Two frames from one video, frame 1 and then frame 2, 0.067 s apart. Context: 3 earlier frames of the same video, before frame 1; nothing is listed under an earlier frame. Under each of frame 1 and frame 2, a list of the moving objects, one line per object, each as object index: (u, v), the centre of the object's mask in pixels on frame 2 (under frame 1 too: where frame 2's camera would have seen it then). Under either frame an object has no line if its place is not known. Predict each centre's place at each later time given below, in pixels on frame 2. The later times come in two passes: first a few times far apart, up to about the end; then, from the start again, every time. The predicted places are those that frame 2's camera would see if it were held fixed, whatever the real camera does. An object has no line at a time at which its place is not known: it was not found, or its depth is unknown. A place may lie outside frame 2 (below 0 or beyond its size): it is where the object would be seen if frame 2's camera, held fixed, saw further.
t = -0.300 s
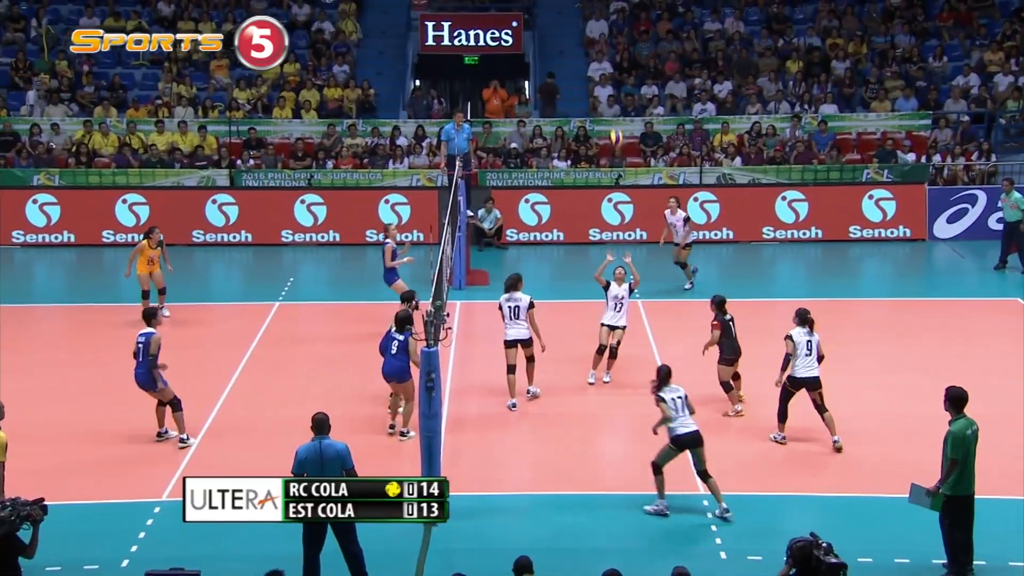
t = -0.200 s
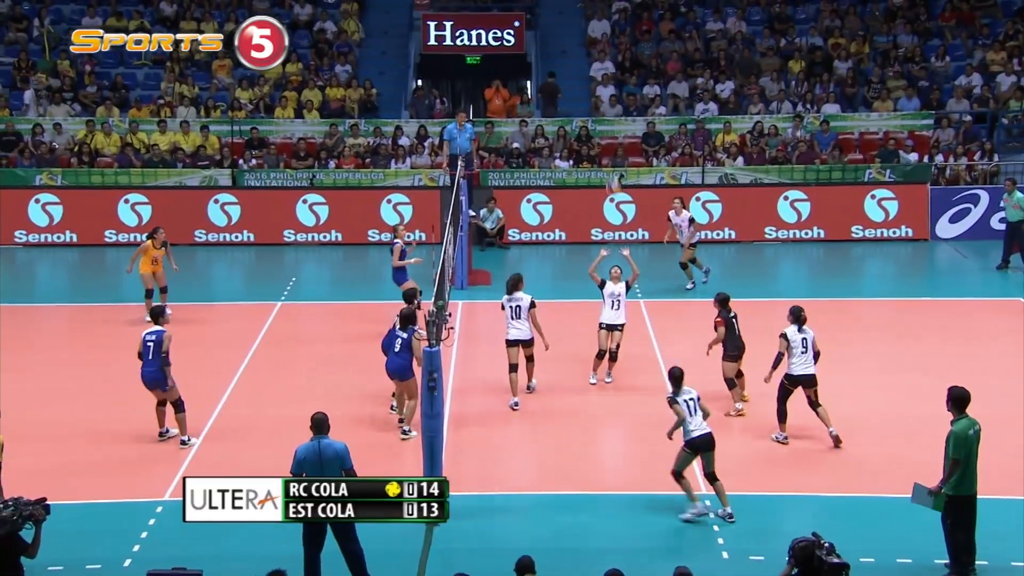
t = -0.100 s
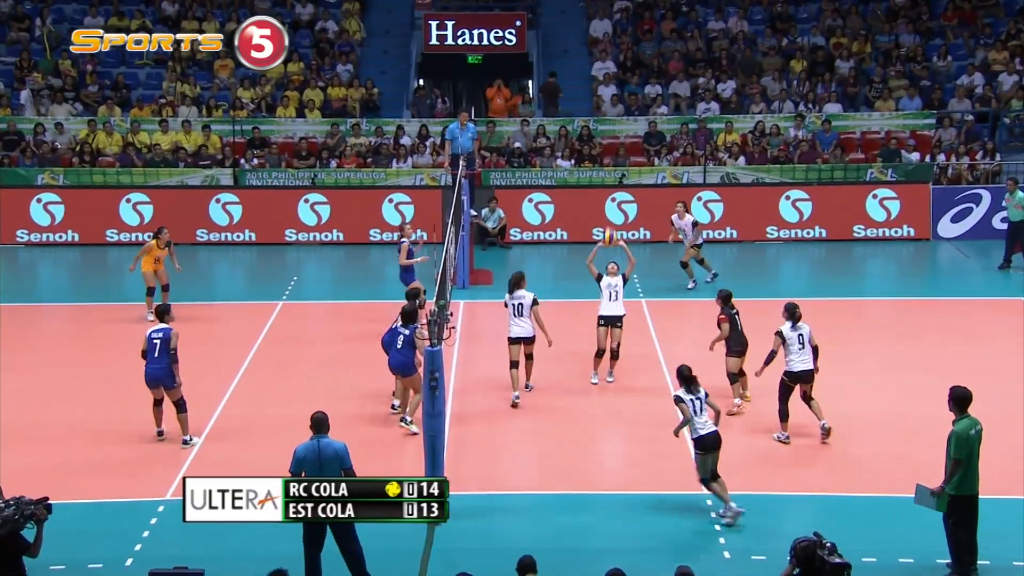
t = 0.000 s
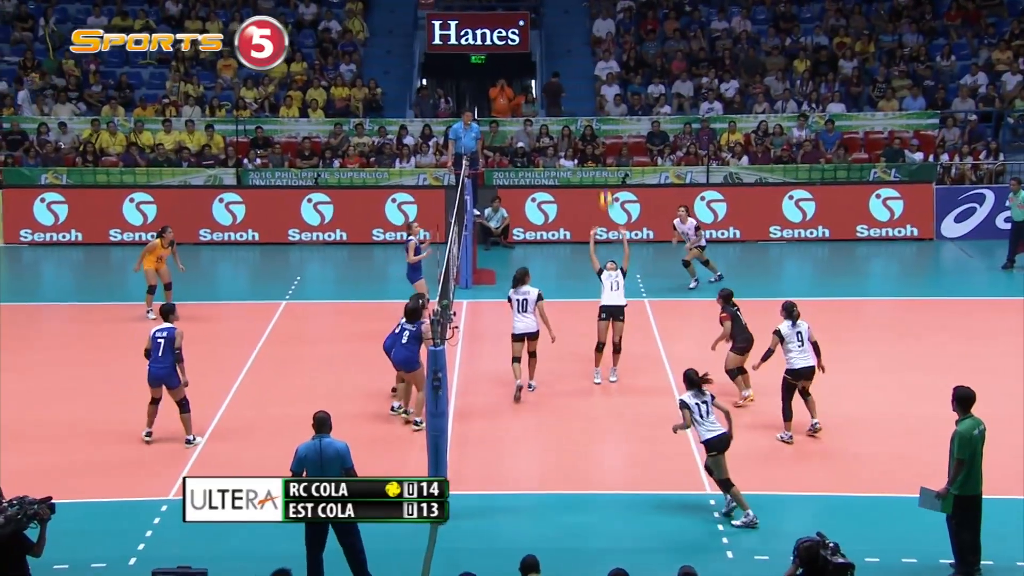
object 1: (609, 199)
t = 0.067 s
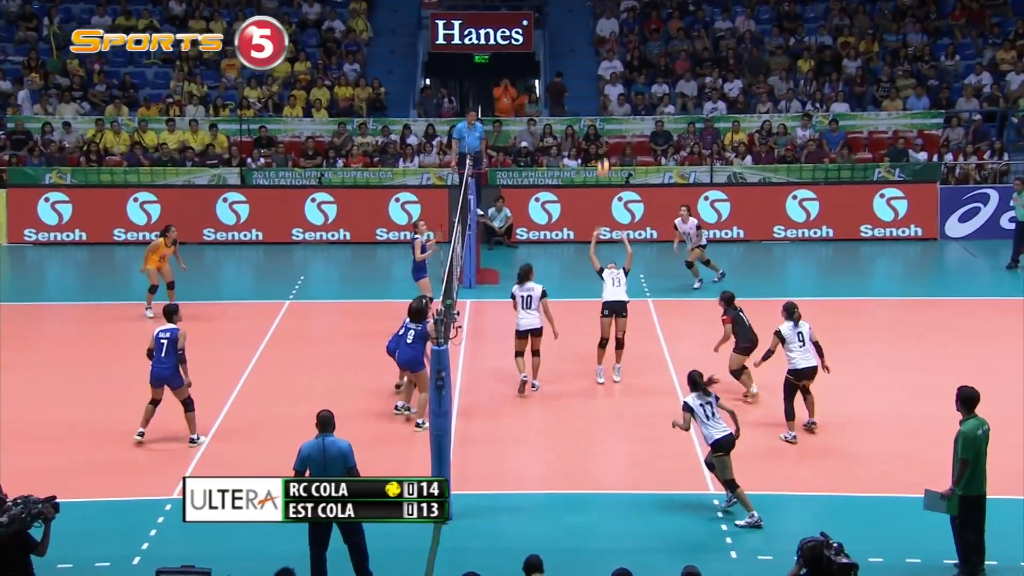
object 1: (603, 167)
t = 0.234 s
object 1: (589, 104)
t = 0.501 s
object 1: (567, 48)
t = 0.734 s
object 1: (548, 42)
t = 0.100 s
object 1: (601, 153)
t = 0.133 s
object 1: (597, 138)
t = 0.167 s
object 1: (595, 127)
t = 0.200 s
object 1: (593, 114)
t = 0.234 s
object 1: (589, 104)
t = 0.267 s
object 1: (586, 94)
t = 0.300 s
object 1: (583, 85)
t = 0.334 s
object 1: (580, 76)
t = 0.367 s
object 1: (578, 69)
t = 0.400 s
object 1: (575, 62)
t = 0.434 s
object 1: (572, 57)
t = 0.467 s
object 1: (569, 52)
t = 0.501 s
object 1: (567, 48)
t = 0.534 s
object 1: (564, 45)
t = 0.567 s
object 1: (561, 43)
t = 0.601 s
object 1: (558, 41)
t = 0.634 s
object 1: (555, 40)
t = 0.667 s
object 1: (553, 40)
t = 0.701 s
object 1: (550, 41)
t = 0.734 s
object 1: (548, 42)
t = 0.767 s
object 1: (545, 44)
